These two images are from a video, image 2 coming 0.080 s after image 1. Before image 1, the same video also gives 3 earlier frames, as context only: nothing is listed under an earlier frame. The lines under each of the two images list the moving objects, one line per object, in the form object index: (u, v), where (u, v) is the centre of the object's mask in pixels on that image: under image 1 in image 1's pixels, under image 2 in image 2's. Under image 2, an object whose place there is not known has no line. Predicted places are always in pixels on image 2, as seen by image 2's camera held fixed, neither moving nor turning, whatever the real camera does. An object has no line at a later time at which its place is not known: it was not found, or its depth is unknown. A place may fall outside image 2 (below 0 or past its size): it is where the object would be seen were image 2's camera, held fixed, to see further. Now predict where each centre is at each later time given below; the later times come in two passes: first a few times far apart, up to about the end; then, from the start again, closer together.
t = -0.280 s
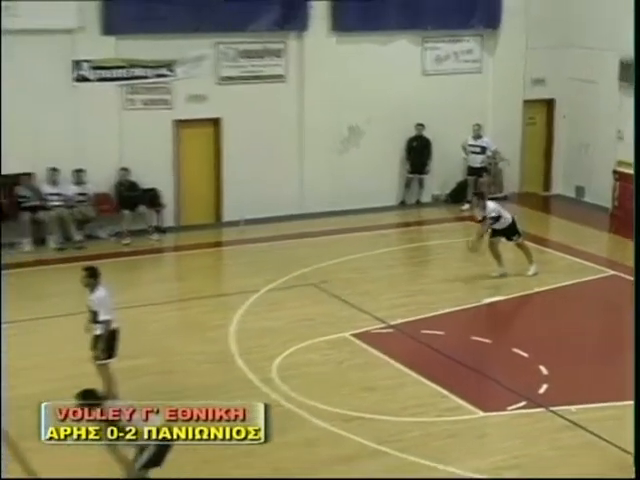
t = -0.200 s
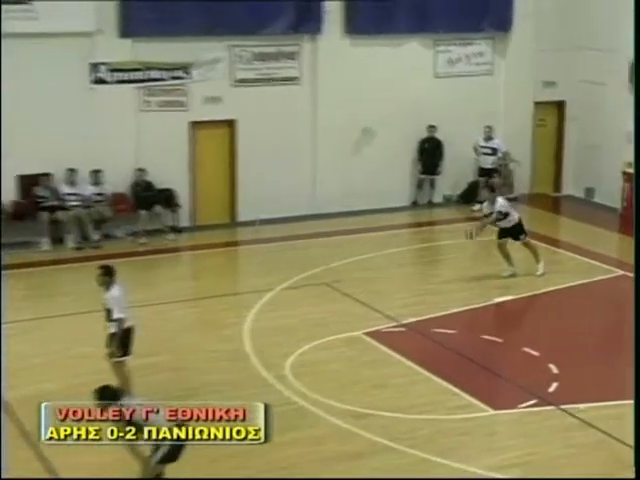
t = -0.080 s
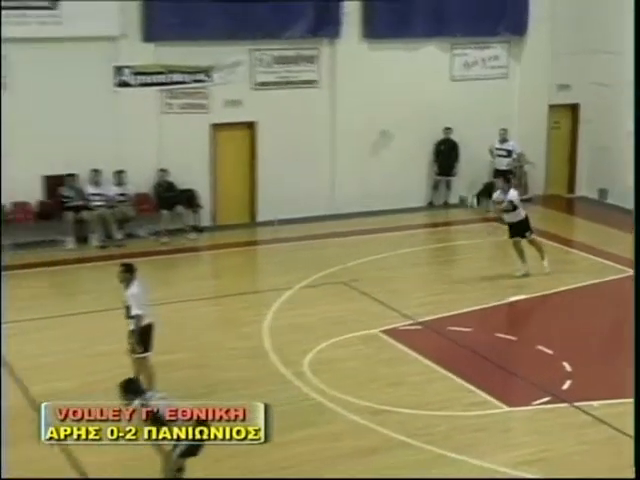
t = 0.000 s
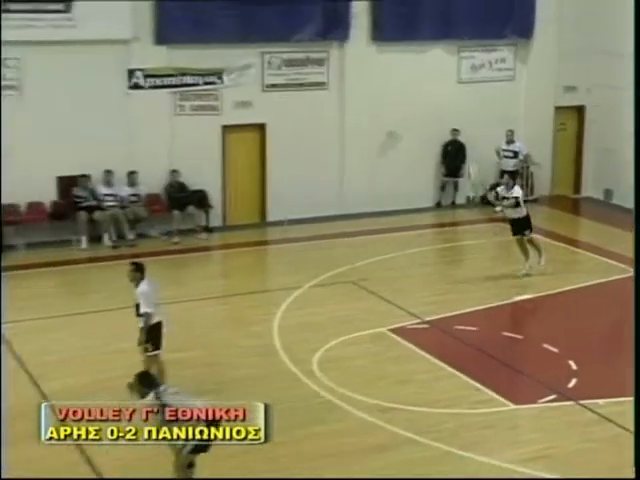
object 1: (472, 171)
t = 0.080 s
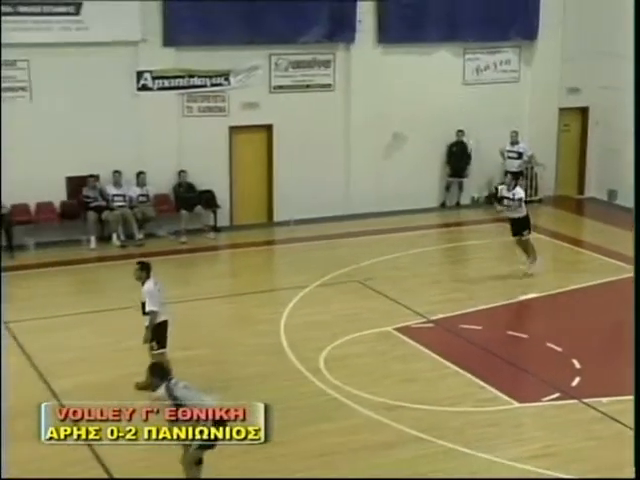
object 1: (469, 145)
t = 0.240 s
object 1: (462, 92)
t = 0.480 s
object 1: (447, 42)
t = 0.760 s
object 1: (428, 29)
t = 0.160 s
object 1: (466, 116)
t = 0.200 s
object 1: (466, 101)
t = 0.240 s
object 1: (462, 92)
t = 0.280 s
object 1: (460, 82)
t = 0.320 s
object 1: (457, 73)
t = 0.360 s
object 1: (455, 65)
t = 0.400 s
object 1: (453, 57)
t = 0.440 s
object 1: (451, 48)
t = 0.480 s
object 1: (447, 42)
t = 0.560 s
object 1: (442, 35)
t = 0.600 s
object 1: (440, 32)
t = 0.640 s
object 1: (437, 29)
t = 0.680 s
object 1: (434, 28)
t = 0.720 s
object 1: (431, 28)
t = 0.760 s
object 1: (428, 29)
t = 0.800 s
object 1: (426, 30)
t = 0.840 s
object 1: (423, 33)
